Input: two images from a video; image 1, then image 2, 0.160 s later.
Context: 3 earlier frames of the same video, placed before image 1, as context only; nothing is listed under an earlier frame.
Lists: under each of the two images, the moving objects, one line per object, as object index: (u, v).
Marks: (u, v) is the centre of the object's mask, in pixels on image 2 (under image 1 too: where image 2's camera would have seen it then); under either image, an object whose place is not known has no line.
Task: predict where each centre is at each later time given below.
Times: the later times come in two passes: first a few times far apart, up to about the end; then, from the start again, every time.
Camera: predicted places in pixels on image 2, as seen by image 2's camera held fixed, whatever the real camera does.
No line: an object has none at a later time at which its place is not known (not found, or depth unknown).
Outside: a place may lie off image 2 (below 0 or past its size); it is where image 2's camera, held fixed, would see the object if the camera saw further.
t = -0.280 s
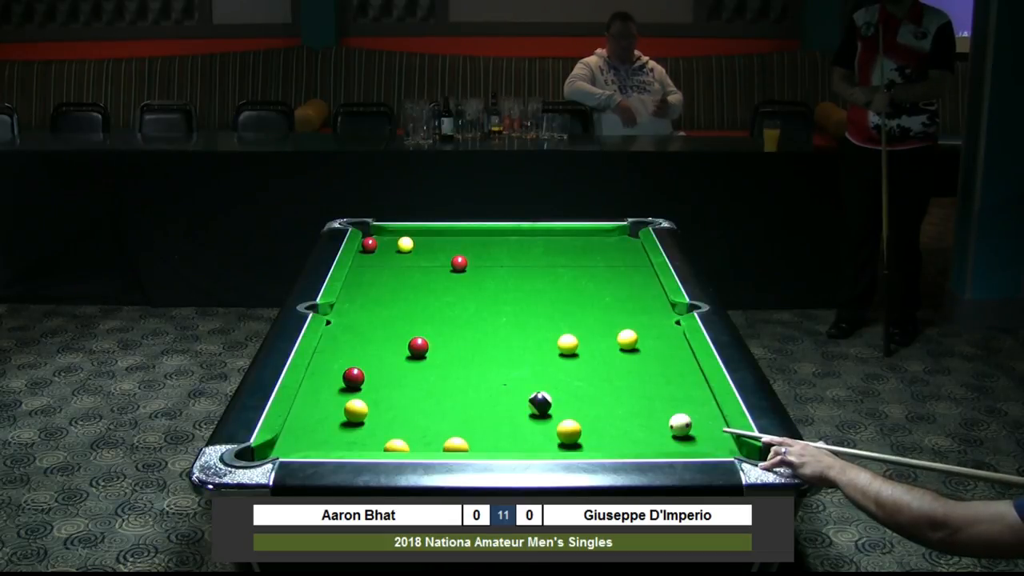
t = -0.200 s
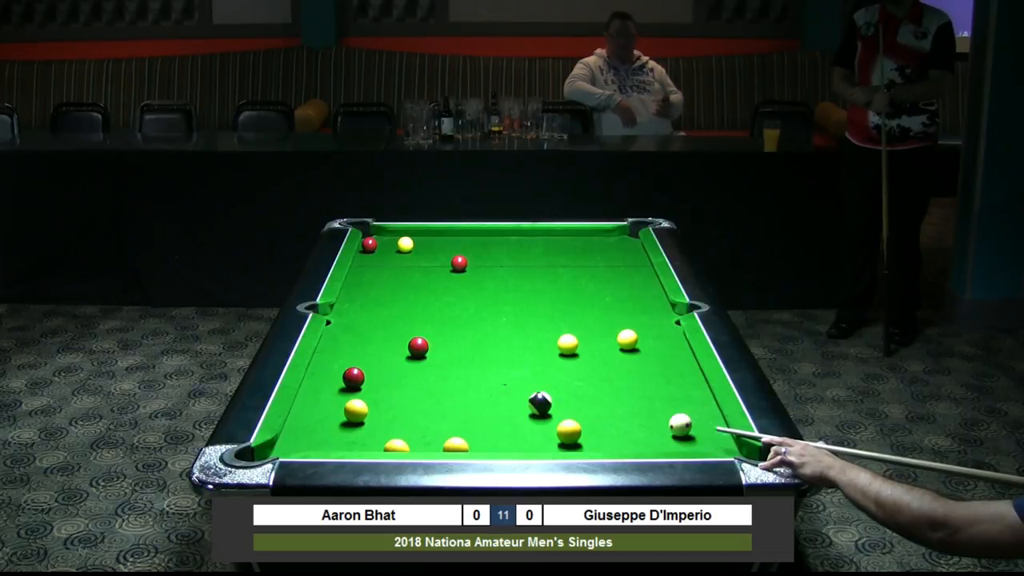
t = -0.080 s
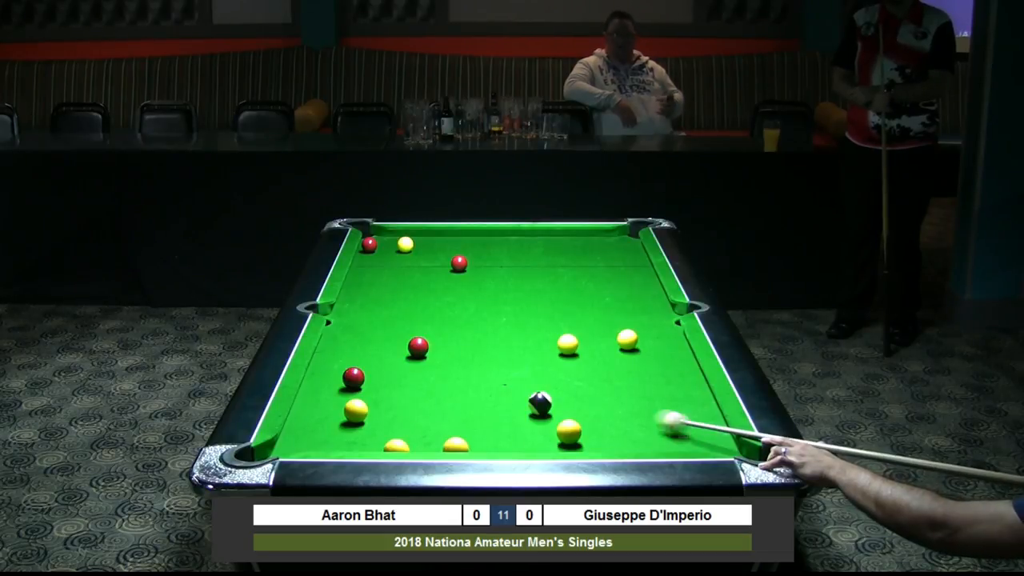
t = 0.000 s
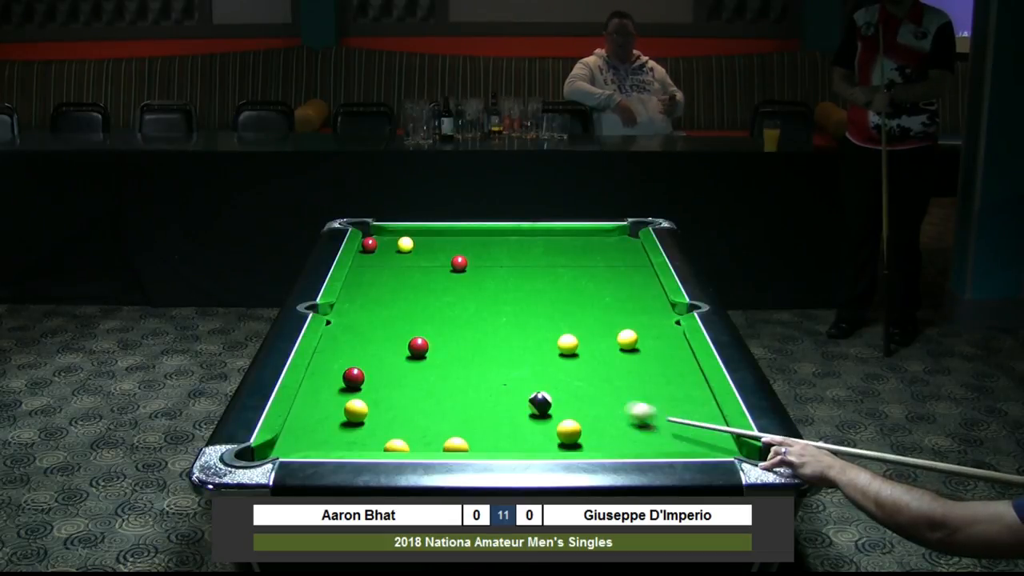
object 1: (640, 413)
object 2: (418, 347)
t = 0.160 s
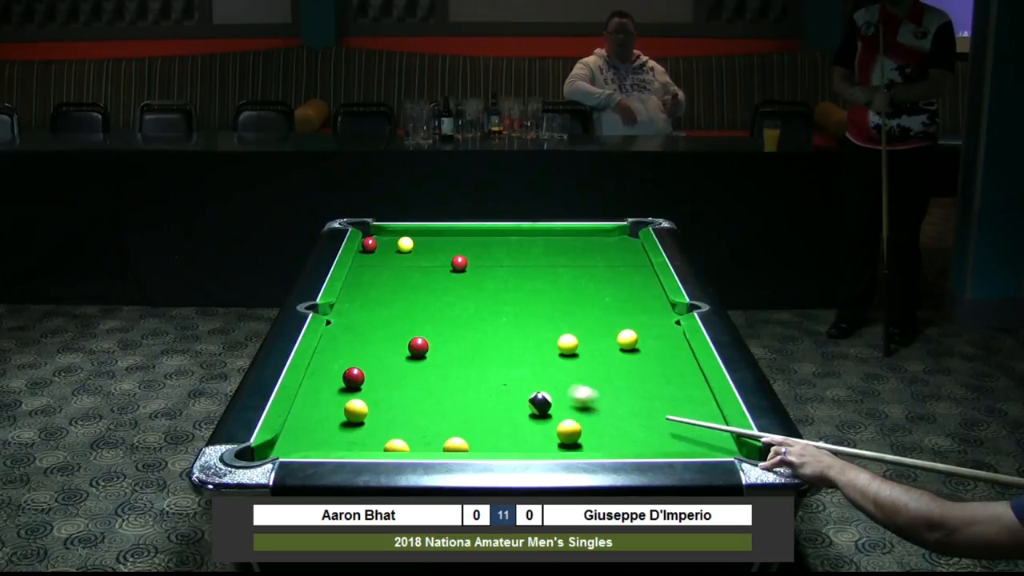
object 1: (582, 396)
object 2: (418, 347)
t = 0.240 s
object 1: (556, 388)
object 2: (418, 347)
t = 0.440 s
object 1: (493, 370)
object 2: (418, 347)
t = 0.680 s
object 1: (431, 353)
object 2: (413, 345)
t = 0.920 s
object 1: (416, 352)
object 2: (382, 333)
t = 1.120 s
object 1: (404, 351)
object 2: (359, 325)
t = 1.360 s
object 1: (393, 350)
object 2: (335, 315)
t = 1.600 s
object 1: (383, 350)
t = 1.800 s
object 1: (377, 349)
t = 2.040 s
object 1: (372, 349)
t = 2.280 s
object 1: (369, 349)
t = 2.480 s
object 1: (368, 349)
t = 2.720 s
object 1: (369, 349)
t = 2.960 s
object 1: (369, 349)
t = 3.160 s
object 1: (369, 349)
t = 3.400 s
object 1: (369, 349)
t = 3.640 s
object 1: (369, 349)
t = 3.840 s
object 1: (369, 349)
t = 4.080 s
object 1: (369, 349)
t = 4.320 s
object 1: (369, 349)
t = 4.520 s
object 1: (369, 349)
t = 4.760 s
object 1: (369, 349)
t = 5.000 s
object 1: (369, 349)
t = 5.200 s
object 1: (369, 349)
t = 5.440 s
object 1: (369, 349)
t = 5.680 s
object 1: (369, 349)
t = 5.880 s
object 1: (369, 349)
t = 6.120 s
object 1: (369, 349)
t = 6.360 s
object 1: (369, 349)
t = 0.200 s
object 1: (569, 393)
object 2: (418, 347)
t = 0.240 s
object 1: (556, 388)
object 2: (418, 347)
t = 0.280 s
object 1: (544, 383)
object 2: (418, 347)
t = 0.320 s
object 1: (530, 380)
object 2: (418, 347)
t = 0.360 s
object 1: (517, 377)
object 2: (418, 347)
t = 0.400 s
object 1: (505, 374)
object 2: (418, 347)
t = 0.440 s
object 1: (493, 370)
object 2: (418, 347)
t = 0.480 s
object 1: (482, 366)
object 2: (418, 347)
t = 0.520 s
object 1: (470, 363)
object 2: (418, 347)
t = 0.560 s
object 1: (458, 360)
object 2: (418, 347)
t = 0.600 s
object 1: (447, 357)
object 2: (418, 347)
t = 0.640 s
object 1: (437, 354)
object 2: (417, 346)
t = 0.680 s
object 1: (431, 353)
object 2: (413, 345)
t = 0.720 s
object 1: (429, 353)
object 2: (407, 343)
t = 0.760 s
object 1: (426, 353)
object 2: (401, 340)
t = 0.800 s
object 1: (423, 353)
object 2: (396, 338)
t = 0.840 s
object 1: (421, 352)
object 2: (391, 336)
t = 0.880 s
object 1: (418, 352)
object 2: (387, 335)
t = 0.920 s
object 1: (416, 352)
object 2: (382, 333)
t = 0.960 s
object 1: (413, 352)
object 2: (377, 331)
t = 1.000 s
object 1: (411, 352)
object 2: (372, 329)
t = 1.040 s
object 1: (409, 351)
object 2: (368, 328)
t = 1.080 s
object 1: (407, 351)
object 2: (364, 326)
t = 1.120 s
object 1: (404, 351)
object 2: (359, 325)
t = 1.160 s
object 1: (402, 351)
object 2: (355, 323)
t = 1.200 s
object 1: (400, 351)
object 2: (351, 321)
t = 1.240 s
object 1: (398, 351)
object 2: (346, 320)
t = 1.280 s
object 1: (396, 351)
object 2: (342, 318)
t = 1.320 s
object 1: (394, 350)
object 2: (339, 317)
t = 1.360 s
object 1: (393, 350)
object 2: (335, 315)
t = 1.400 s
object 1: (391, 350)
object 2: (331, 314)
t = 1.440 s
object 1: (389, 350)
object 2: (328, 313)
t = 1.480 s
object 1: (387, 350)
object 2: (326, 315)
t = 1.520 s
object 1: (386, 350)
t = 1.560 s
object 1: (384, 350)
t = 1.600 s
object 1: (383, 350)
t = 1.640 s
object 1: (382, 350)
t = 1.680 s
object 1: (380, 350)
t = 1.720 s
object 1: (379, 350)
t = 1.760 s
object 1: (378, 350)
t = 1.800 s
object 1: (377, 349)
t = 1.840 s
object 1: (376, 349)
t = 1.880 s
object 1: (375, 349)
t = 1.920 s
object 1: (374, 349)
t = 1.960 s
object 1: (374, 349)
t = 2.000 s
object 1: (373, 349)
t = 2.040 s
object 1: (372, 349)
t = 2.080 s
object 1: (372, 349)
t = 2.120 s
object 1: (371, 349)
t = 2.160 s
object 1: (371, 349)
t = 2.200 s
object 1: (370, 349)
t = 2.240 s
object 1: (370, 349)
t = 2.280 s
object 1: (369, 349)
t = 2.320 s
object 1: (369, 349)
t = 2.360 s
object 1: (369, 349)
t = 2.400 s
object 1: (369, 349)
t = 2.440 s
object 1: (368, 349)
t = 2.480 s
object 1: (368, 349)
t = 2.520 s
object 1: (368, 349)
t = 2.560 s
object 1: (368, 349)
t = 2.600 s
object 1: (368, 349)
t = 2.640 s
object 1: (368, 349)
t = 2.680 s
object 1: (369, 349)
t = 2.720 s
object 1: (369, 349)
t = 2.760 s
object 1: (369, 349)
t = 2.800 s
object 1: (369, 349)
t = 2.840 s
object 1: (369, 349)
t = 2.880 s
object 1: (369, 349)
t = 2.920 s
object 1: (369, 349)
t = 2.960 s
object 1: (369, 349)
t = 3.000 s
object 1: (369, 349)
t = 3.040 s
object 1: (369, 349)
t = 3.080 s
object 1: (369, 349)
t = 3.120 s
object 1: (369, 349)
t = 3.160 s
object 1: (369, 349)
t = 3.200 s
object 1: (369, 349)
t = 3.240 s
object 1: (369, 349)
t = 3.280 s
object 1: (369, 349)
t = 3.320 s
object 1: (369, 349)
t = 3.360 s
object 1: (369, 349)
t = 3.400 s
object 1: (369, 349)
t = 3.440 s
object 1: (369, 349)
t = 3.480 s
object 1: (369, 349)
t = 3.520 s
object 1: (369, 349)
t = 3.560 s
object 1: (369, 349)
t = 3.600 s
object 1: (369, 349)
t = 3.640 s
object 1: (369, 349)
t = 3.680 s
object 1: (369, 349)
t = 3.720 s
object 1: (369, 349)
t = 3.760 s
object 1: (369, 349)
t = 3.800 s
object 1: (369, 349)
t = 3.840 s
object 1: (369, 349)
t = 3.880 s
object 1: (369, 349)
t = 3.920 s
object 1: (369, 349)
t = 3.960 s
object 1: (369, 349)
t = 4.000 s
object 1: (369, 349)
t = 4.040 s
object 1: (369, 349)
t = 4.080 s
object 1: (369, 349)
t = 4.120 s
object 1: (369, 349)
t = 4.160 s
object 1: (369, 349)
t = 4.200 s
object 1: (369, 349)
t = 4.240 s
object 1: (369, 349)
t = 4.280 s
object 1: (369, 349)
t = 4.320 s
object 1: (369, 349)
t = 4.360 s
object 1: (369, 349)
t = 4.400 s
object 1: (369, 349)
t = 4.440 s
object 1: (369, 349)
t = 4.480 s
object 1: (369, 349)
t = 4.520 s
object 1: (369, 349)
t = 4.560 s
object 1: (369, 349)
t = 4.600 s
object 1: (369, 349)
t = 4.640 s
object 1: (369, 349)
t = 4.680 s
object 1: (369, 349)
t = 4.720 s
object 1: (369, 349)
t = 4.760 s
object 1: (369, 349)
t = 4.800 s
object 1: (369, 349)
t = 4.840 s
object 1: (369, 349)
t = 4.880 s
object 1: (369, 349)
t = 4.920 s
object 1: (369, 349)
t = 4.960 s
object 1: (369, 349)
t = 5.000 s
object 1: (369, 349)
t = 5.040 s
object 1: (369, 349)
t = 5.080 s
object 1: (369, 349)
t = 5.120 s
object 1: (369, 349)
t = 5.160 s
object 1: (369, 349)
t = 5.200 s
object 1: (369, 349)
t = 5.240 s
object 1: (369, 349)
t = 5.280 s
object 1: (369, 349)
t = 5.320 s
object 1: (369, 349)
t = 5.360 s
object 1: (369, 349)
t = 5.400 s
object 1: (369, 349)
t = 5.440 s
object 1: (369, 349)
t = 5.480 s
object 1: (369, 349)
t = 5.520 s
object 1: (369, 349)
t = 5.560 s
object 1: (369, 349)
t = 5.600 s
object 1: (369, 349)
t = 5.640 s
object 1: (369, 349)
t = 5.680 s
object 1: (369, 349)
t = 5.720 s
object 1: (369, 349)
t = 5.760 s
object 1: (369, 349)
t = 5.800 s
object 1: (369, 349)
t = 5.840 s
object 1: (369, 349)
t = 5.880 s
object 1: (369, 349)
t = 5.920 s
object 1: (369, 349)
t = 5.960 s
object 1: (369, 349)
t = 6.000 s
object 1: (369, 349)
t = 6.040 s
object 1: (369, 349)
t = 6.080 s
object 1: (369, 349)
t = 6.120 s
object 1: (369, 349)
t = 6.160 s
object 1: (369, 349)
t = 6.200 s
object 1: (369, 349)
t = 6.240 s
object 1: (369, 349)
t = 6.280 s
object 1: (369, 349)
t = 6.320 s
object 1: (369, 349)
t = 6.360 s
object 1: (369, 349)
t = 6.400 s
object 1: (369, 349)
